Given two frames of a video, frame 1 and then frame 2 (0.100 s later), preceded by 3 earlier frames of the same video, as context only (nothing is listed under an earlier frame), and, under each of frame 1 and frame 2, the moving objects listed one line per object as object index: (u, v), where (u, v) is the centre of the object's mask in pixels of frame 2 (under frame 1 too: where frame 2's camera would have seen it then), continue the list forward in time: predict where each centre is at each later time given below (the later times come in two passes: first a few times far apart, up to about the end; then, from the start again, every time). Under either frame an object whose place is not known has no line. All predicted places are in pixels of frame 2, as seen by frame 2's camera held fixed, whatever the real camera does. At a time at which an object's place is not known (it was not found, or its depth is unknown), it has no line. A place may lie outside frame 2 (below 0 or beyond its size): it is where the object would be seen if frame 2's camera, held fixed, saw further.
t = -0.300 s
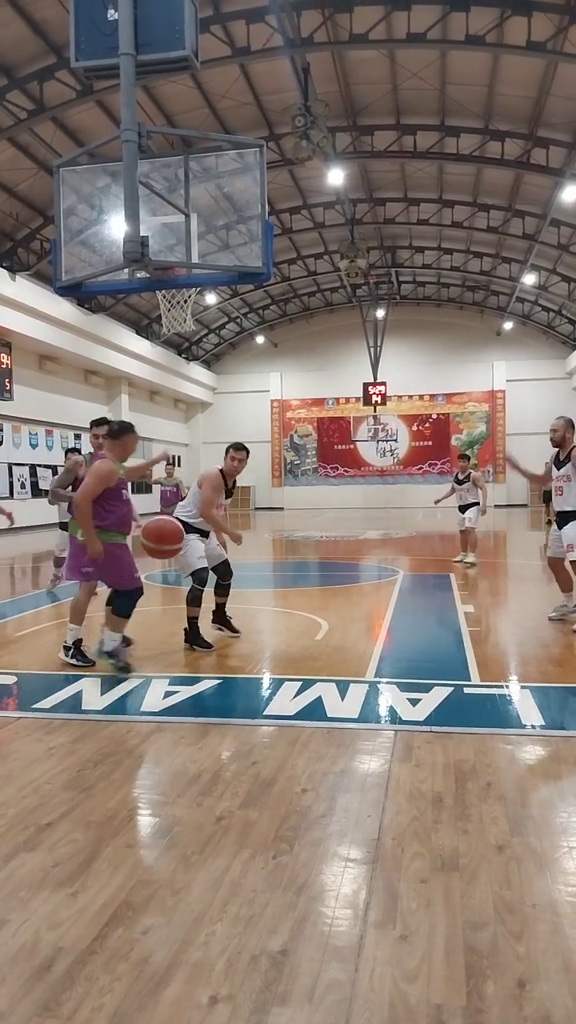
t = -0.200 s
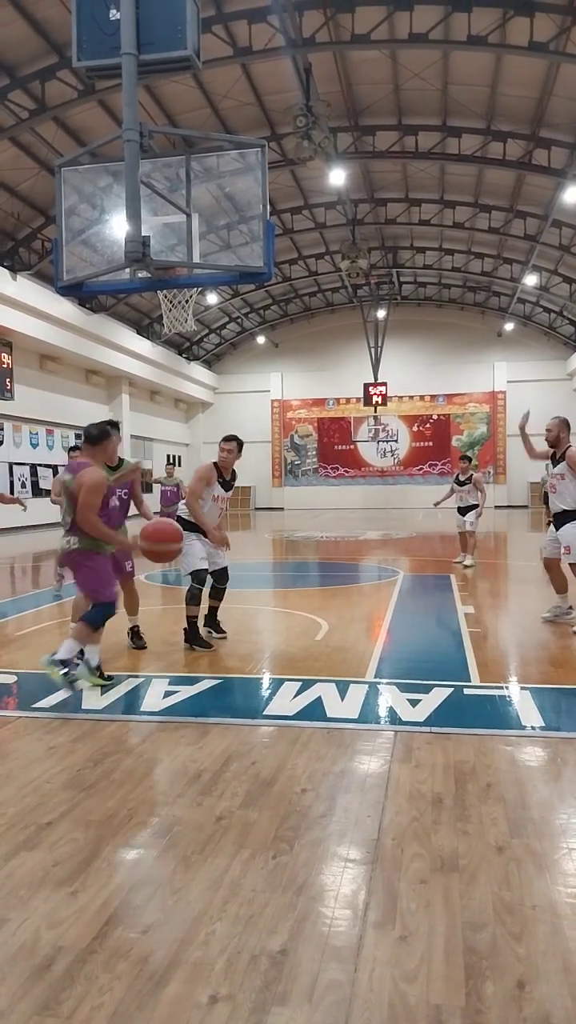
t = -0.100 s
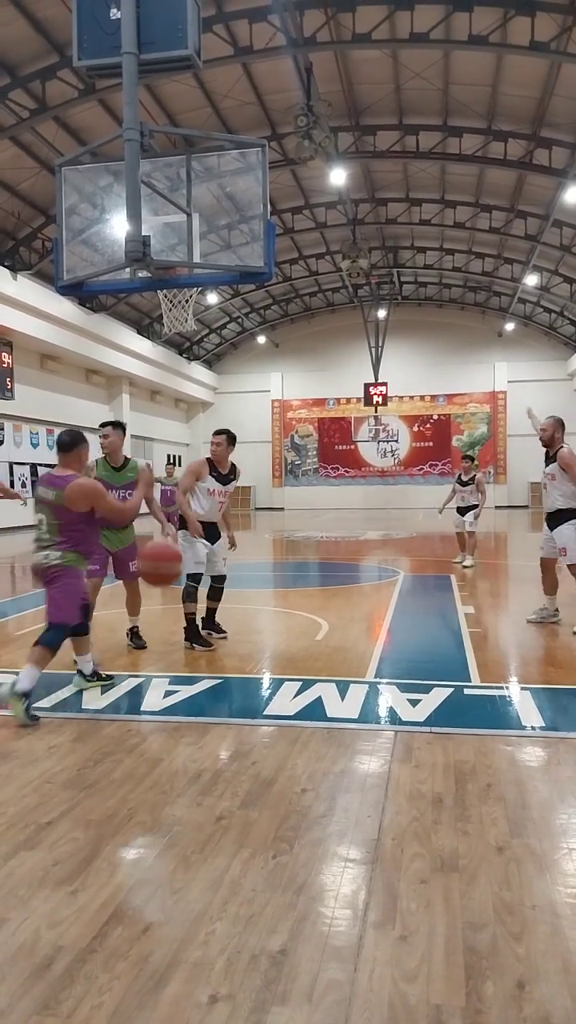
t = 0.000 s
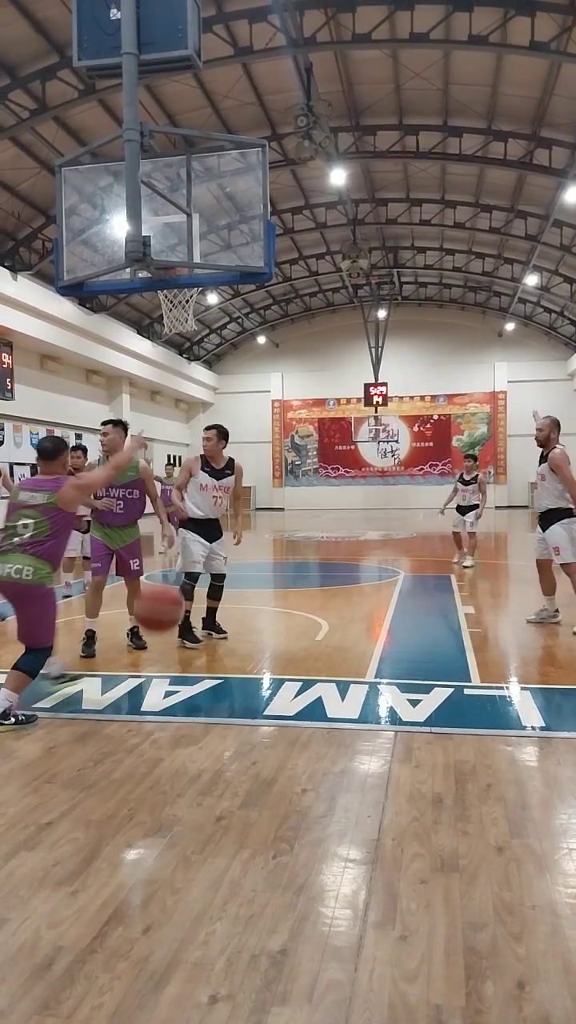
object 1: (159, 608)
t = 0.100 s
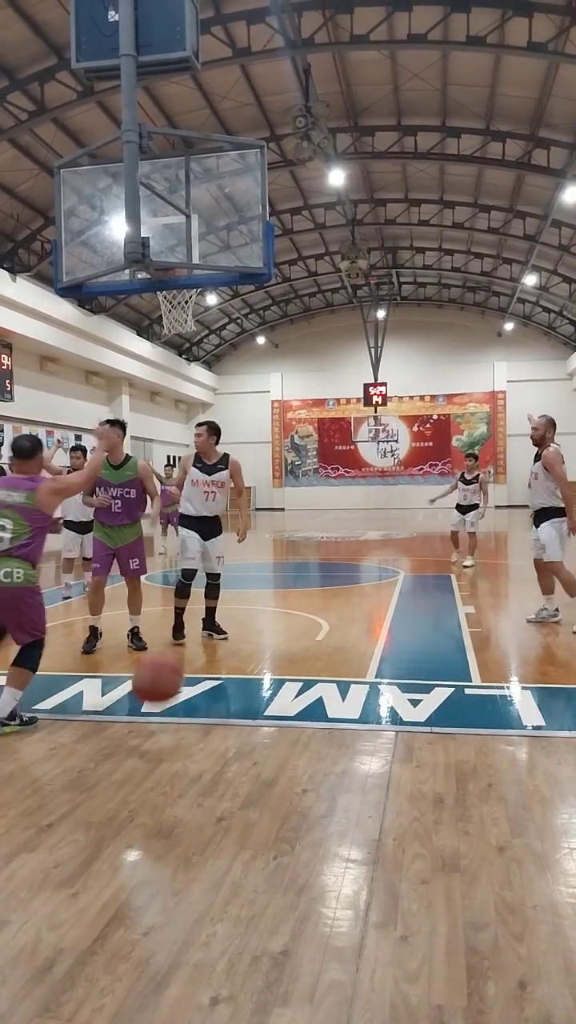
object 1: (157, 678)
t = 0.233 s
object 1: (154, 700)
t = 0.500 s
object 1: (139, 639)
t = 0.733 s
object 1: (125, 738)
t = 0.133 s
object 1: (157, 710)
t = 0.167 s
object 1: (157, 737)
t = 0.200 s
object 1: (155, 718)
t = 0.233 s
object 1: (154, 700)
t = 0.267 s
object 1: (152, 684)
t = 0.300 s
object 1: (150, 670)
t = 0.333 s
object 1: (148, 658)
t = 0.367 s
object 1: (147, 650)
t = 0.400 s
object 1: (145, 643)
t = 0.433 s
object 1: (143, 639)
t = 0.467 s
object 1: (140, 637)
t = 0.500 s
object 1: (139, 639)
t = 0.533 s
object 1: (137, 643)
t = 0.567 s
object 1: (135, 648)
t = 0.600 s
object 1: (132, 660)
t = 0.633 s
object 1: (131, 673)
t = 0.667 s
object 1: (129, 692)
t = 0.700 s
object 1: (127, 713)
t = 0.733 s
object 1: (125, 738)
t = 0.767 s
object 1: (124, 766)
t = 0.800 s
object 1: (121, 799)
